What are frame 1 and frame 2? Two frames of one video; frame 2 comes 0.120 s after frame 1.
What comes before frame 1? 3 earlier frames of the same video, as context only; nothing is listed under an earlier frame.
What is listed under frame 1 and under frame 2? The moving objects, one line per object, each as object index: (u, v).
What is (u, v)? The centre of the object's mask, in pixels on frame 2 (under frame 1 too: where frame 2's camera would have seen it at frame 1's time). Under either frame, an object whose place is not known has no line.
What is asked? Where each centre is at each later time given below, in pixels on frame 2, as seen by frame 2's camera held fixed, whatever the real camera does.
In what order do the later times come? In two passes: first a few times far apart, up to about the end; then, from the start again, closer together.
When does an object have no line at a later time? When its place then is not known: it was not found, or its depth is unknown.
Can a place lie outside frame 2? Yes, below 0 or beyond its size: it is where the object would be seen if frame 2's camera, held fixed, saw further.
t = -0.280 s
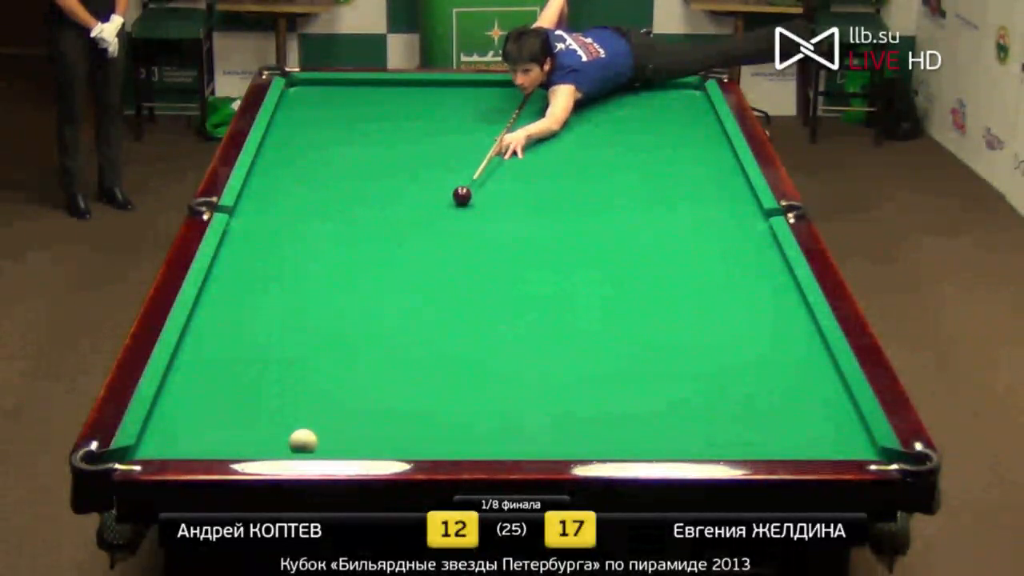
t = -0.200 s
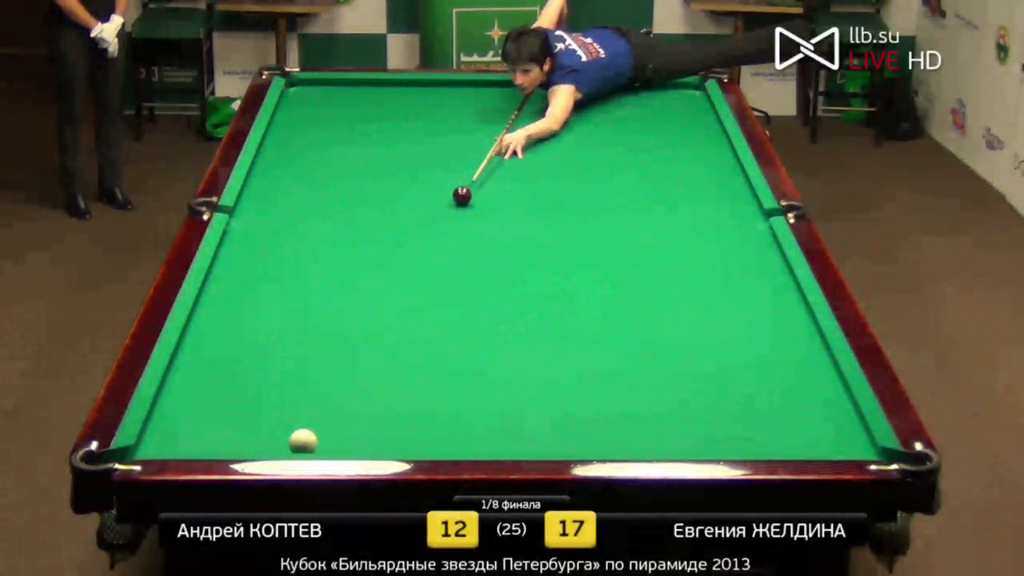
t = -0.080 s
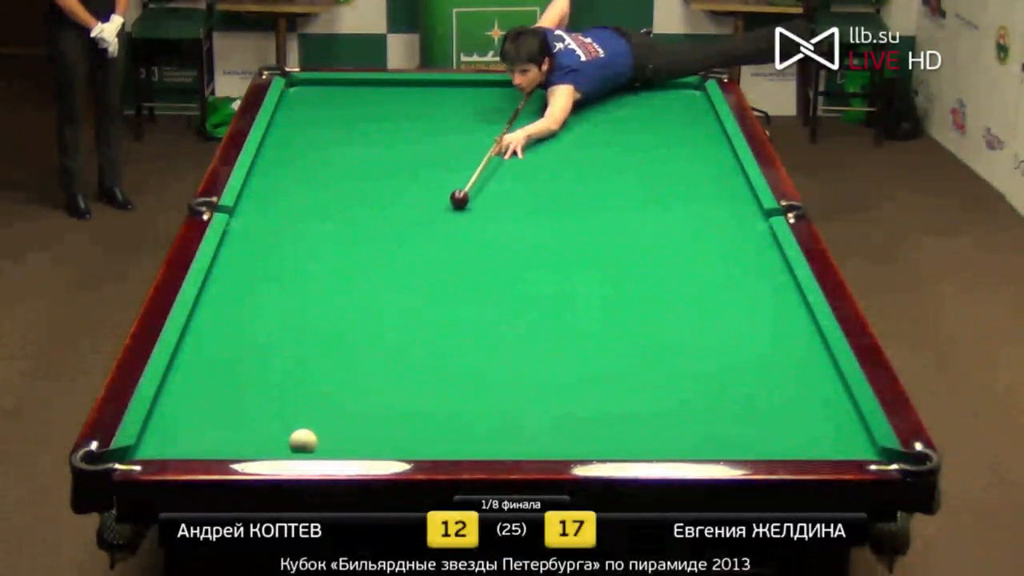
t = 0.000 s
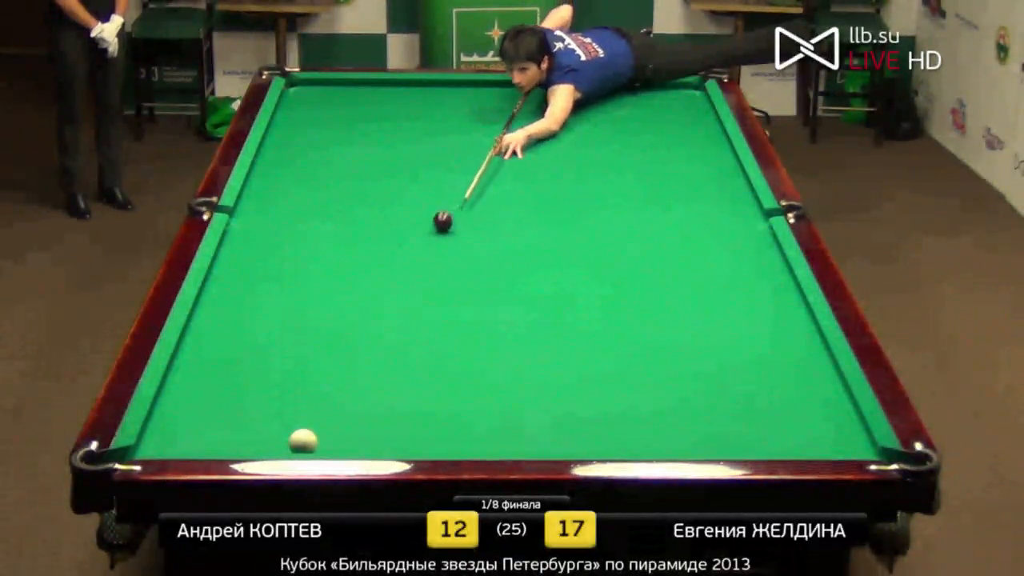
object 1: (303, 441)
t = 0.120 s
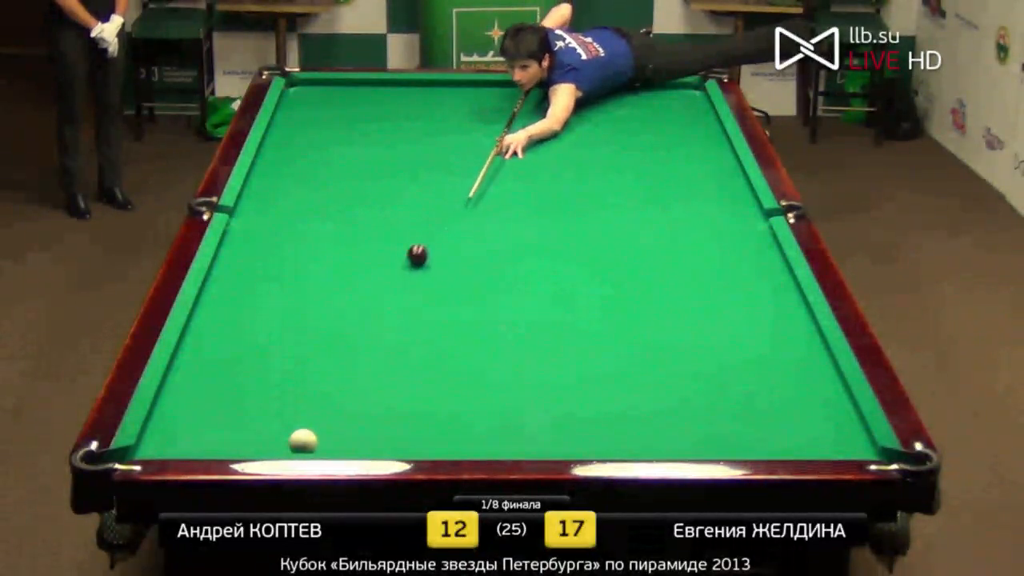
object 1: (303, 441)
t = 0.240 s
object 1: (303, 441)
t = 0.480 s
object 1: (303, 441)
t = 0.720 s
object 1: (315, 444)
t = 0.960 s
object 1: (350, 438)
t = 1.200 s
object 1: (379, 426)
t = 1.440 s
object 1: (406, 414)
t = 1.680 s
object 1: (431, 403)
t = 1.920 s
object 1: (454, 392)
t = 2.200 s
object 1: (479, 381)
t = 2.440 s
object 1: (499, 371)
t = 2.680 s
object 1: (517, 363)
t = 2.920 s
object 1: (534, 356)
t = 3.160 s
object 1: (549, 348)
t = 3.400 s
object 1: (564, 341)
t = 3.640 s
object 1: (577, 335)
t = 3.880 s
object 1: (589, 329)
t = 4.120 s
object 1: (600, 324)
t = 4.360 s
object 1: (609, 319)
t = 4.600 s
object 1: (618, 314)
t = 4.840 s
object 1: (627, 311)
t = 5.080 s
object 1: (634, 306)
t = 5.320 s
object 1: (640, 303)
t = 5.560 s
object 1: (645, 301)
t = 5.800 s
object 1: (650, 298)
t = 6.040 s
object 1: (653, 296)
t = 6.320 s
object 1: (656, 294)
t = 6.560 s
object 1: (658, 293)
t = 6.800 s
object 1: (659, 292)
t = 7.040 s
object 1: (660, 292)
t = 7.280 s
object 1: (660, 292)
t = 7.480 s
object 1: (661, 292)
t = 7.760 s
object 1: (660, 292)
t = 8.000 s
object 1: (661, 292)
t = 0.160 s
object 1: (303, 441)
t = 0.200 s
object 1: (303, 441)
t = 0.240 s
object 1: (303, 441)
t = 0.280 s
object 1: (303, 441)
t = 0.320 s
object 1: (303, 441)
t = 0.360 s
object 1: (302, 441)
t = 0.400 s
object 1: (303, 441)
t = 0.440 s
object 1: (303, 441)
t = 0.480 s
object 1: (303, 441)
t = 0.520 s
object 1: (303, 441)
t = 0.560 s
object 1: (303, 441)
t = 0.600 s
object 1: (303, 441)
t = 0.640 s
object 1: (303, 441)
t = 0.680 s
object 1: (304, 441)
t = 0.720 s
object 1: (315, 444)
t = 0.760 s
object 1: (324, 445)
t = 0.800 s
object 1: (329, 443)
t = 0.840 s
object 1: (334, 442)
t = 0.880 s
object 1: (340, 441)
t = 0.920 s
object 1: (345, 439)
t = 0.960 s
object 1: (350, 438)
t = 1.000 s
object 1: (355, 437)
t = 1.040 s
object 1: (360, 435)
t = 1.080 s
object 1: (365, 434)
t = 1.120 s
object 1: (370, 432)
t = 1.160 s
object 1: (374, 429)
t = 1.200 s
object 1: (379, 426)
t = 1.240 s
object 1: (384, 425)
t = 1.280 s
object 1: (388, 422)
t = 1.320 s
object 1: (393, 420)
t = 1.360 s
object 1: (397, 418)
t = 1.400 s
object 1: (401, 416)
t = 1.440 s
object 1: (406, 414)
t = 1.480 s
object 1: (410, 412)
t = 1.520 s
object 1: (414, 410)
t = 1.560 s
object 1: (418, 408)
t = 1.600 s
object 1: (423, 407)
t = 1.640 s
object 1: (427, 405)
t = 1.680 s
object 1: (431, 403)
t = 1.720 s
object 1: (435, 401)
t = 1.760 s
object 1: (439, 399)
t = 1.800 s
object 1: (443, 398)
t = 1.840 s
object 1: (447, 396)
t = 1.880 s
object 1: (451, 394)
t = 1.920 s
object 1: (454, 392)
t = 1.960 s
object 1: (458, 390)
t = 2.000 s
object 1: (462, 389)
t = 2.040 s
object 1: (465, 387)
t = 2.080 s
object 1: (469, 385)
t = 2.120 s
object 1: (472, 384)
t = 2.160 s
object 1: (476, 382)
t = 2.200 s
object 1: (479, 381)
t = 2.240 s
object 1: (483, 379)
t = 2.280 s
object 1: (486, 378)
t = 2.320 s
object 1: (489, 376)
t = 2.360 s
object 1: (492, 374)
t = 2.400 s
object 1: (495, 373)
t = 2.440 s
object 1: (499, 371)
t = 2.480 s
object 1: (502, 370)
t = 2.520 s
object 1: (505, 369)
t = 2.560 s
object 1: (508, 367)
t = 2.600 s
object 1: (511, 366)
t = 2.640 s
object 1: (514, 364)
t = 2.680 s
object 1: (517, 363)
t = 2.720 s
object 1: (520, 362)
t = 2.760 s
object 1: (523, 361)
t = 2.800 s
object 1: (526, 359)
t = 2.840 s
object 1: (528, 358)
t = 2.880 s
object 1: (531, 357)
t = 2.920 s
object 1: (534, 356)
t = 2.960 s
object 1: (536, 354)
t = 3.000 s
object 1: (539, 353)
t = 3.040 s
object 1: (541, 352)
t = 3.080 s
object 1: (544, 350)
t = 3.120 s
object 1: (547, 349)
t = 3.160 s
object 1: (549, 348)
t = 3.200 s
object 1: (552, 347)
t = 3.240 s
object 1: (554, 346)
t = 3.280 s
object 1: (557, 345)
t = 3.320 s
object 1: (559, 344)
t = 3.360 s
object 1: (561, 343)
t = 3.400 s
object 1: (564, 341)
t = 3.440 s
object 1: (566, 340)
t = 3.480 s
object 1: (568, 339)
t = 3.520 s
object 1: (570, 338)
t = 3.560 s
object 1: (573, 337)
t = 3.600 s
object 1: (575, 336)
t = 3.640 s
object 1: (577, 335)
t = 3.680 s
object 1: (579, 334)
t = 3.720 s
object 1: (581, 333)
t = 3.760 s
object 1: (583, 332)
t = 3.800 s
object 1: (585, 331)
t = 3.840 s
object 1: (587, 330)
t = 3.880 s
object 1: (589, 329)
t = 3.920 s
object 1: (591, 328)
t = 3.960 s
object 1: (593, 327)
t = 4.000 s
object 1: (594, 326)
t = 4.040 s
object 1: (596, 325)
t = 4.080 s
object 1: (598, 325)
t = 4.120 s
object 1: (600, 324)
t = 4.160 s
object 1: (601, 323)
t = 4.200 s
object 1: (603, 322)
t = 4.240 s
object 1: (605, 321)
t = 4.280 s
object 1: (606, 320)
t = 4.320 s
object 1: (608, 320)
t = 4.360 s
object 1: (609, 319)
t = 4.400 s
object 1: (611, 318)
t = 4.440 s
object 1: (613, 317)
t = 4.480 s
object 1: (614, 317)
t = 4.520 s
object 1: (616, 316)
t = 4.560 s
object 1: (617, 315)
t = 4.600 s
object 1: (618, 314)
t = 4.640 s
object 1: (620, 314)
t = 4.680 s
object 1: (621, 313)
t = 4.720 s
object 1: (623, 312)
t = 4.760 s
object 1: (624, 312)
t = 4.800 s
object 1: (625, 311)
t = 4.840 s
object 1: (627, 311)
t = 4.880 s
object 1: (628, 310)
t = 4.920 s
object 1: (629, 309)
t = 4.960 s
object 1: (630, 309)
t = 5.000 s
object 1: (631, 308)
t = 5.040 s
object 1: (633, 307)
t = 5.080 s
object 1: (634, 306)
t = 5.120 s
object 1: (635, 306)
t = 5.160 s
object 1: (636, 306)
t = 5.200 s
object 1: (637, 305)
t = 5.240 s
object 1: (638, 304)
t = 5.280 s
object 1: (639, 304)
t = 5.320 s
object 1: (640, 303)
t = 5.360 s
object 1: (641, 303)
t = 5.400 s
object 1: (642, 303)
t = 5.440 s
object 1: (642, 302)
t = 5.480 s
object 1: (643, 301)
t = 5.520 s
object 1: (644, 301)
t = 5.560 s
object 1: (645, 301)
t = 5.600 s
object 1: (646, 300)
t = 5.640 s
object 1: (646, 300)
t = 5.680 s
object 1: (647, 299)
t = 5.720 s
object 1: (648, 299)
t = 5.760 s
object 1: (648, 299)
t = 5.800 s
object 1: (650, 298)
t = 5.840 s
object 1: (650, 298)
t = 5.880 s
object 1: (651, 298)
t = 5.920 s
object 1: (651, 297)
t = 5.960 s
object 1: (652, 297)
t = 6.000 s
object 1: (652, 297)
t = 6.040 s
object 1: (653, 296)
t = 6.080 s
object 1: (654, 296)
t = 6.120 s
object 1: (654, 296)
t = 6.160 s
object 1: (654, 295)
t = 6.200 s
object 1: (655, 295)
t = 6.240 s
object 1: (655, 295)
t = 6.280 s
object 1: (655, 295)
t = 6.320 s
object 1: (656, 294)
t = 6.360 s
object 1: (656, 294)
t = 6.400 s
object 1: (657, 294)
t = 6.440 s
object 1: (657, 294)
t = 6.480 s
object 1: (658, 293)
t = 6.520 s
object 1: (658, 293)
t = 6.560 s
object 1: (658, 293)
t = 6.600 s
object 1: (659, 293)
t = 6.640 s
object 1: (659, 293)
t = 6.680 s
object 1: (659, 293)
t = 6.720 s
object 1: (659, 293)
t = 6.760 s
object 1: (660, 293)
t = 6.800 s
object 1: (659, 292)
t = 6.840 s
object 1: (660, 292)
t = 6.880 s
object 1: (660, 292)
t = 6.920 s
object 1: (660, 292)
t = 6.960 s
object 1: (660, 292)
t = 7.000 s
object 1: (660, 292)
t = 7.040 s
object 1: (660, 292)
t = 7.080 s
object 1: (660, 292)
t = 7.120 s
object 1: (660, 292)
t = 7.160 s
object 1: (660, 292)
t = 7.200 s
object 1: (660, 292)
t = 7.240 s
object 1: (660, 292)
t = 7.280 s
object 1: (660, 292)
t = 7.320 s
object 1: (660, 292)
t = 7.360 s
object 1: (660, 292)
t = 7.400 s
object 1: (660, 292)
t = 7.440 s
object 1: (660, 292)
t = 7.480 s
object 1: (661, 292)
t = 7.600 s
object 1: (660, 292)
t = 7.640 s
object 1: (660, 292)
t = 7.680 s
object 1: (660, 292)
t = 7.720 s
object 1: (660, 292)
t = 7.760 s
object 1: (660, 292)
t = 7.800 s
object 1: (661, 292)
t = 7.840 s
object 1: (660, 292)
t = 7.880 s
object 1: (661, 292)
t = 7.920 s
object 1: (661, 292)
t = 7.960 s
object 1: (661, 292)
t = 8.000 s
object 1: (661, 292)
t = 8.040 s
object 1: (660, 292)
